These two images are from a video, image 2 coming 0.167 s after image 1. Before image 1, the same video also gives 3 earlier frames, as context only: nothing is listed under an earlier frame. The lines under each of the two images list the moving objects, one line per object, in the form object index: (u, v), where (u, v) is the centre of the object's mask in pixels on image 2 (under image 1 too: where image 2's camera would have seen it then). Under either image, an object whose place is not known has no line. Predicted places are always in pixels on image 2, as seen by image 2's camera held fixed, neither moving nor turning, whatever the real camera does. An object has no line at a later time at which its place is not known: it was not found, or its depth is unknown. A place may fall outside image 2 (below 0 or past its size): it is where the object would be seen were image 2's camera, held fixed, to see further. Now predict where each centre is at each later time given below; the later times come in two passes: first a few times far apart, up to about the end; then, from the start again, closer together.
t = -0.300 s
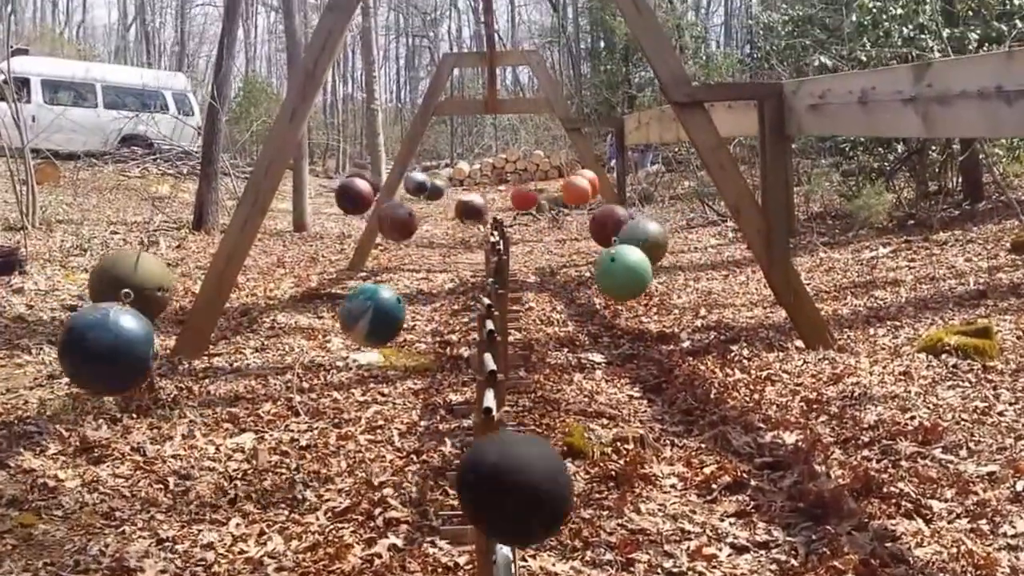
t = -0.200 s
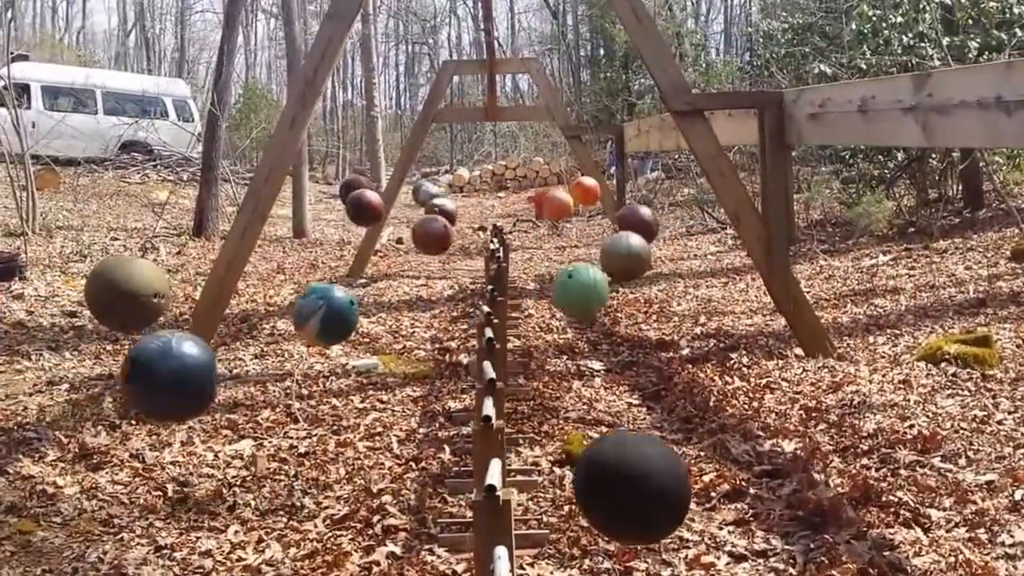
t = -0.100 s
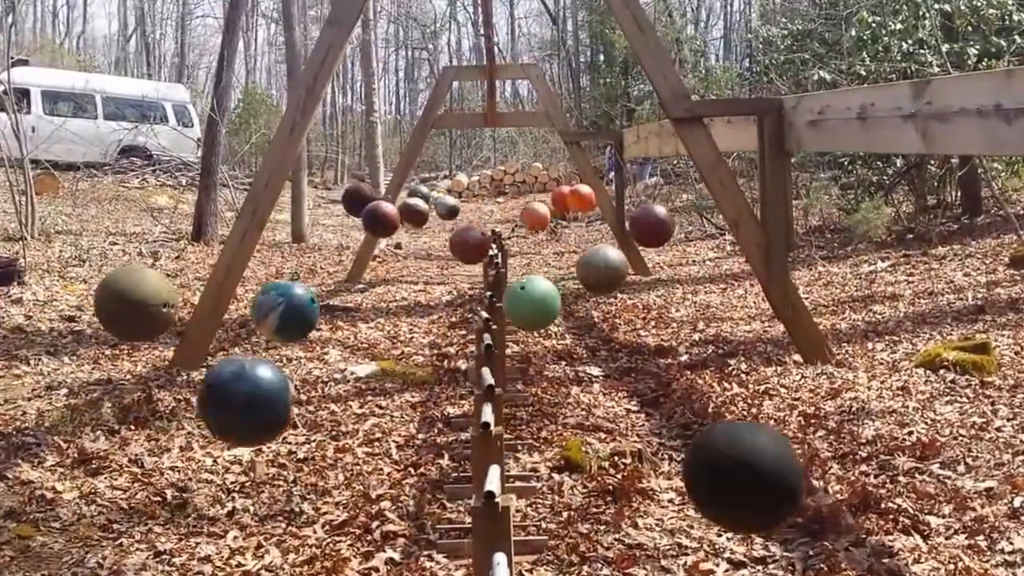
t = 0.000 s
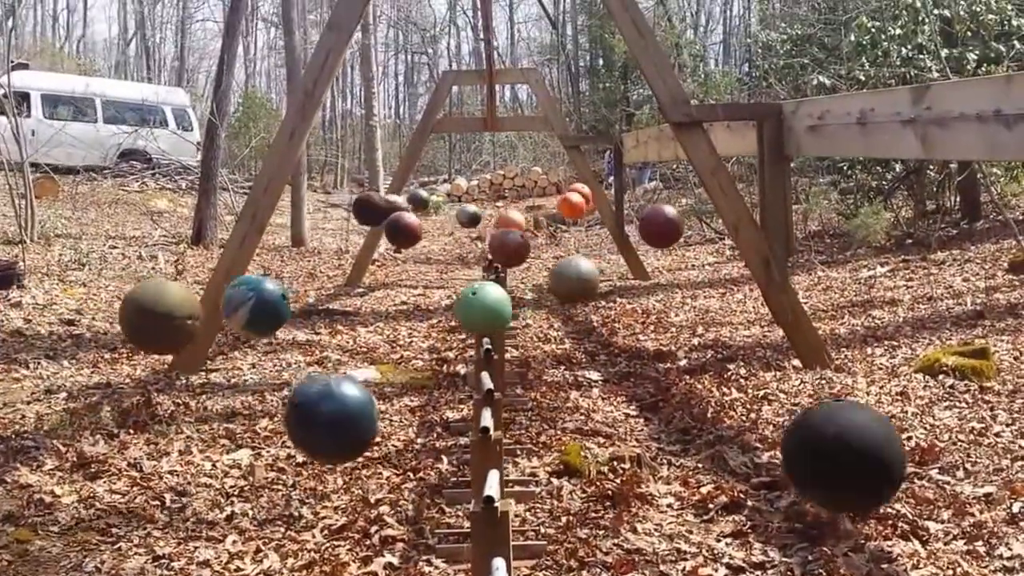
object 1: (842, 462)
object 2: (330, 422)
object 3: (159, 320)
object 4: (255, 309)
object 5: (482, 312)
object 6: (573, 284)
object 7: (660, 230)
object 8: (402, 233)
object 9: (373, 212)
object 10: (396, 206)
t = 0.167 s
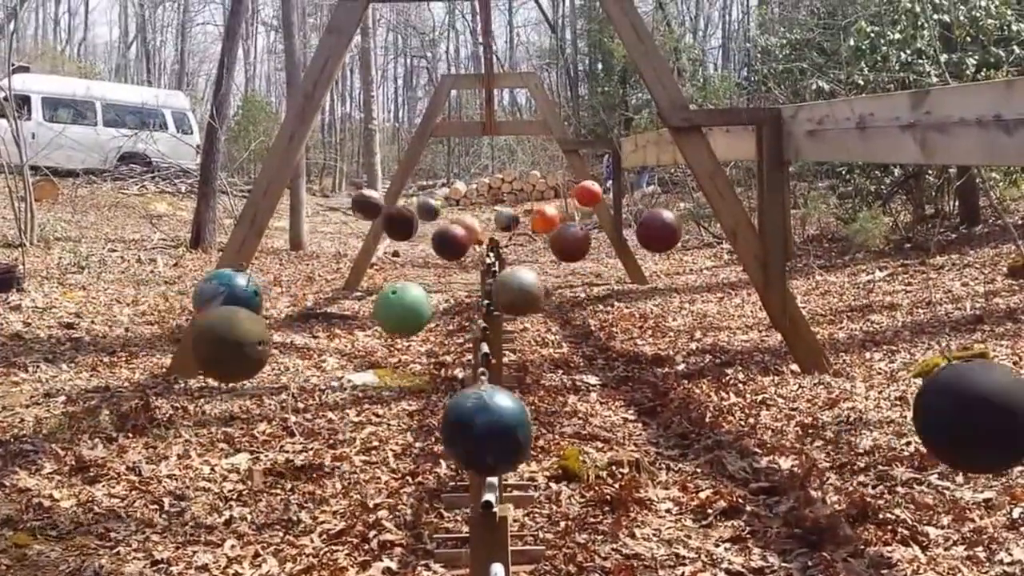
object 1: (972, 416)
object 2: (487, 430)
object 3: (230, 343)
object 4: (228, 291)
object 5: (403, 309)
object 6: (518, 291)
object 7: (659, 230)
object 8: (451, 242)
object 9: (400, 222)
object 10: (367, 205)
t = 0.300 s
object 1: (1008, 385)
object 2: (611, 421)
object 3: (310, 363)
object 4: (228, 301)
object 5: (349, 300)
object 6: (472, 292)
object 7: (642, 237)
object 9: (436, 231)
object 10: (363, 202)
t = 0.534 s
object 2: (803, 381)
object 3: (477, 380)
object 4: (274, 317)
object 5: (287, 275)
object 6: (398, 287)
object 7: (585, 256)
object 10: (381, 209)
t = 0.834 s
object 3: (692, 351)
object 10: (455, 228)
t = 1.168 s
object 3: (841, 295)
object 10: (550, 217)
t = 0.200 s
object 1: (983, 409)
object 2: (518, 428)
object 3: (247, 349)
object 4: (224, 295)
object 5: (388, 307)
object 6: (508, 290)
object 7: (656, 231)
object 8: (460, 243)
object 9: (409, 226)
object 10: (364, 203)
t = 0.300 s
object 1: (1008, 385)
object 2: (611, 421)
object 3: (310, 363)
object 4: (228, 301)
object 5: (349, 300)
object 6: (472, 292)
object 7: (642, 237)
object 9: (436, 231)
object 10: (363, 202)
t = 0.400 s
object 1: (1027, 374)
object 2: (699, 408)
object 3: (378, 374)
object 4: (240, 306)
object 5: (316, 293)
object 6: (438, 292)
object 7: (623, 245)
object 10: (366, 204)
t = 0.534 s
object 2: (803, 381)
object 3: (477, 380)
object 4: (274, 317)
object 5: (287, 275)
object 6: (398, 287)
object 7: (585, 256)
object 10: (381, 209)
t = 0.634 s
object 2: (869, 360)
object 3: (554, 376)
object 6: (372, 281)
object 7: (551, 262)
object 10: (401, 215)
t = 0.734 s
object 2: (915, 342)
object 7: (515, 267)
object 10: (426, 223)
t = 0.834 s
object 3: (692, 351)
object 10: (455, 228)
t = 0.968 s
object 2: (964, 315)
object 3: (767, 325)
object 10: (495, 229)
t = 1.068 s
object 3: (811, 309)
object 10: (525, 226)
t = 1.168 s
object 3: (841, 295)
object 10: (550, 217)
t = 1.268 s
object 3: (854, 281)
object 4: (640, 325)
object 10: (574, 211)
